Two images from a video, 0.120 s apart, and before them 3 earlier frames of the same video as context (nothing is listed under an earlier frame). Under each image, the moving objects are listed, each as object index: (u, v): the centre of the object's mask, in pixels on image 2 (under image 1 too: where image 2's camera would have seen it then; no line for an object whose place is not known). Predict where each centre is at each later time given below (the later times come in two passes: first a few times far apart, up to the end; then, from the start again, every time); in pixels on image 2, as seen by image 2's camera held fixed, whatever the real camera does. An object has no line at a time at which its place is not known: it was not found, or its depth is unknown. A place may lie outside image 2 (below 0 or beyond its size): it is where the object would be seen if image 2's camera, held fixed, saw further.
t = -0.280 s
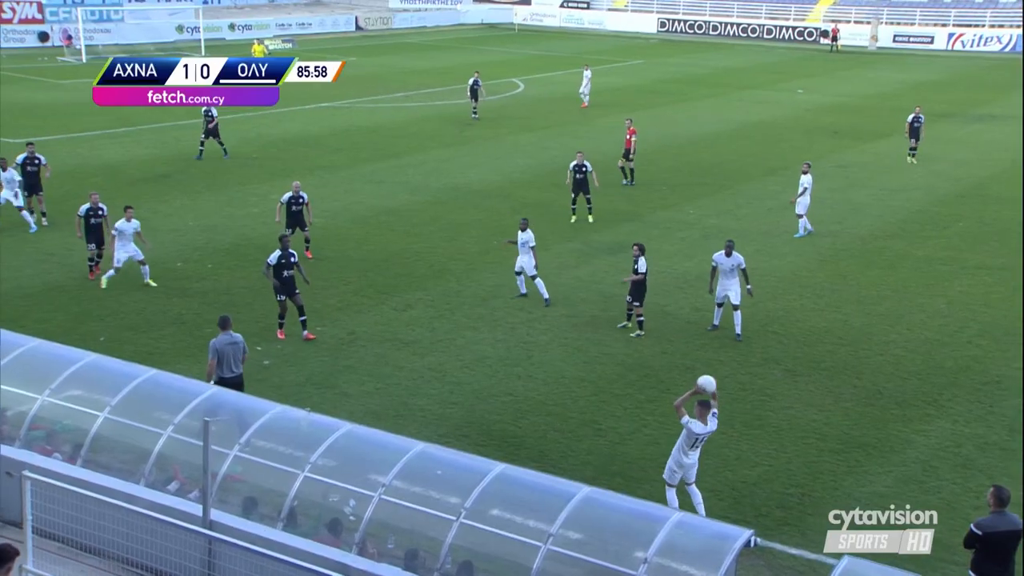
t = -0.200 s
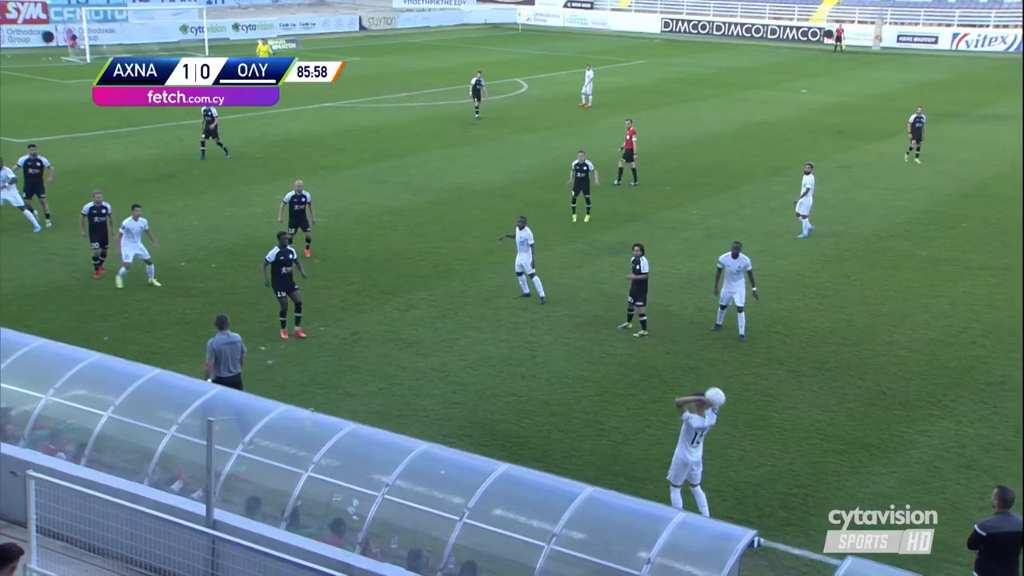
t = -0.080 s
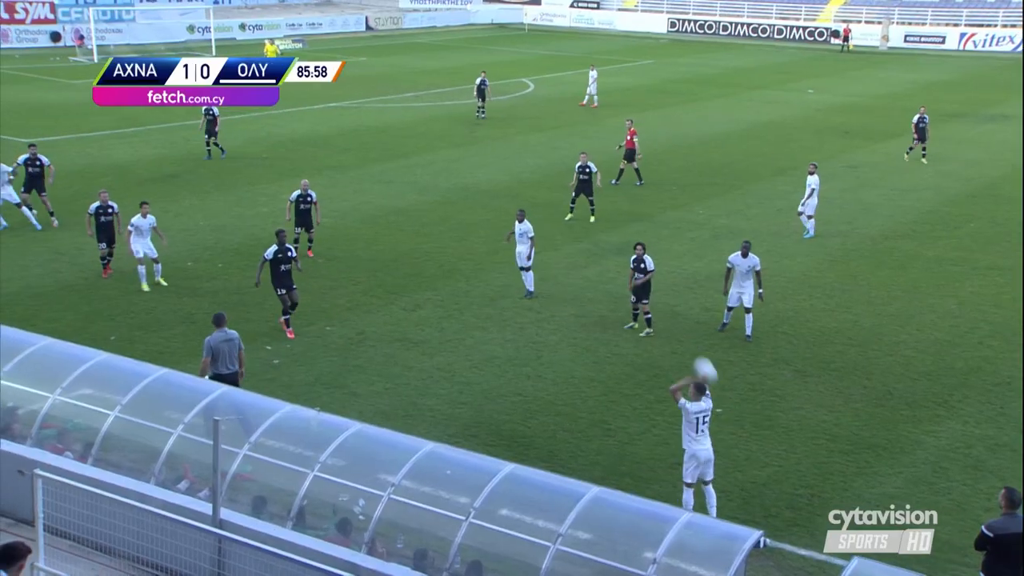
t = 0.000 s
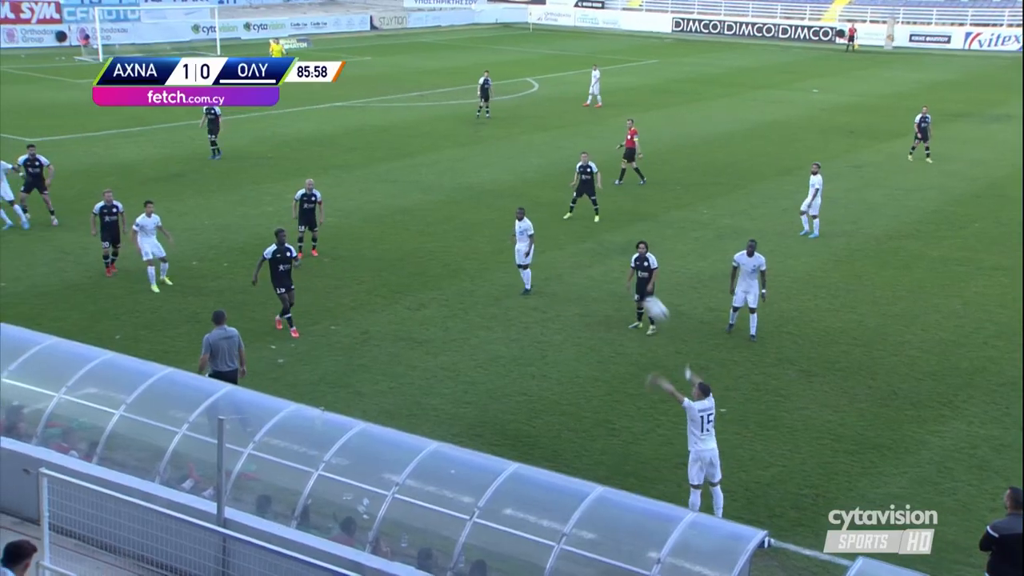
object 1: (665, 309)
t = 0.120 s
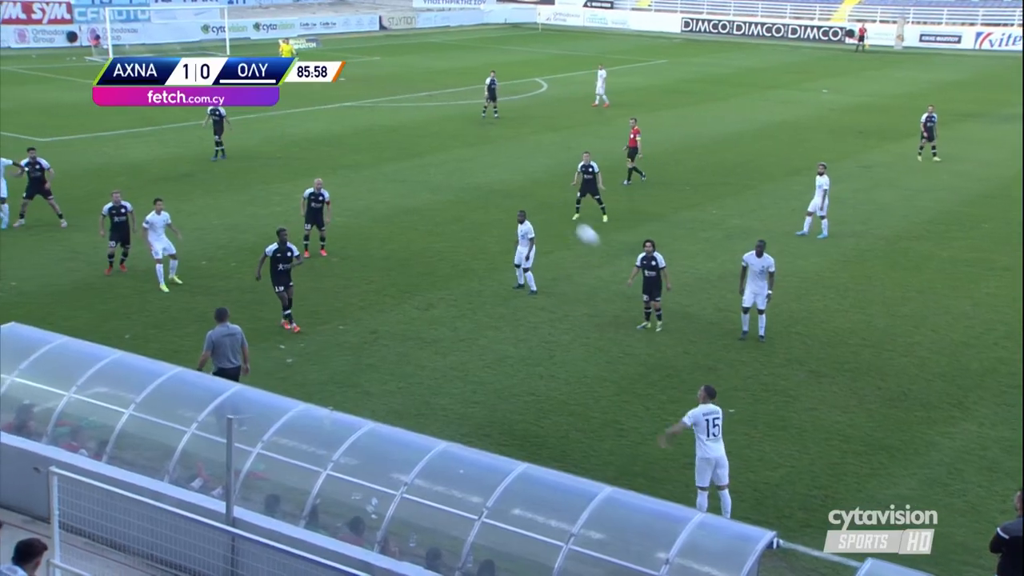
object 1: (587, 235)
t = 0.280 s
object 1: (494, 165)
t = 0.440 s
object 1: (412, 125)
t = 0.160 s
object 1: (562, 214)
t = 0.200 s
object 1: (539, 196)
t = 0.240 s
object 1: (516, 179)
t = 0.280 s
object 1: (494, 165)
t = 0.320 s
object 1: (473, 153)
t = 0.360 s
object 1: (452, 141)
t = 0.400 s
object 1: (432, 132)
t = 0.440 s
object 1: (412, 125)
